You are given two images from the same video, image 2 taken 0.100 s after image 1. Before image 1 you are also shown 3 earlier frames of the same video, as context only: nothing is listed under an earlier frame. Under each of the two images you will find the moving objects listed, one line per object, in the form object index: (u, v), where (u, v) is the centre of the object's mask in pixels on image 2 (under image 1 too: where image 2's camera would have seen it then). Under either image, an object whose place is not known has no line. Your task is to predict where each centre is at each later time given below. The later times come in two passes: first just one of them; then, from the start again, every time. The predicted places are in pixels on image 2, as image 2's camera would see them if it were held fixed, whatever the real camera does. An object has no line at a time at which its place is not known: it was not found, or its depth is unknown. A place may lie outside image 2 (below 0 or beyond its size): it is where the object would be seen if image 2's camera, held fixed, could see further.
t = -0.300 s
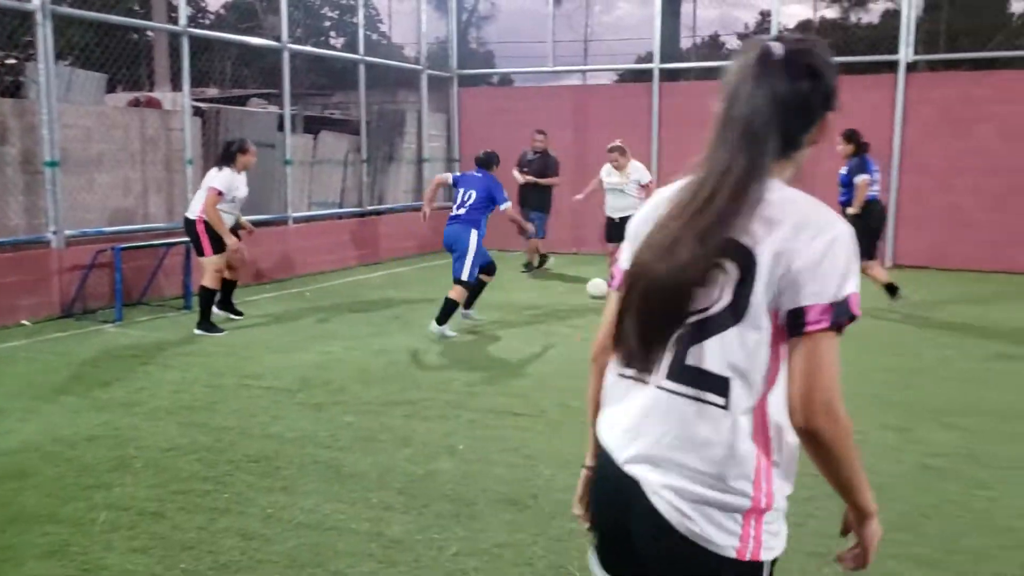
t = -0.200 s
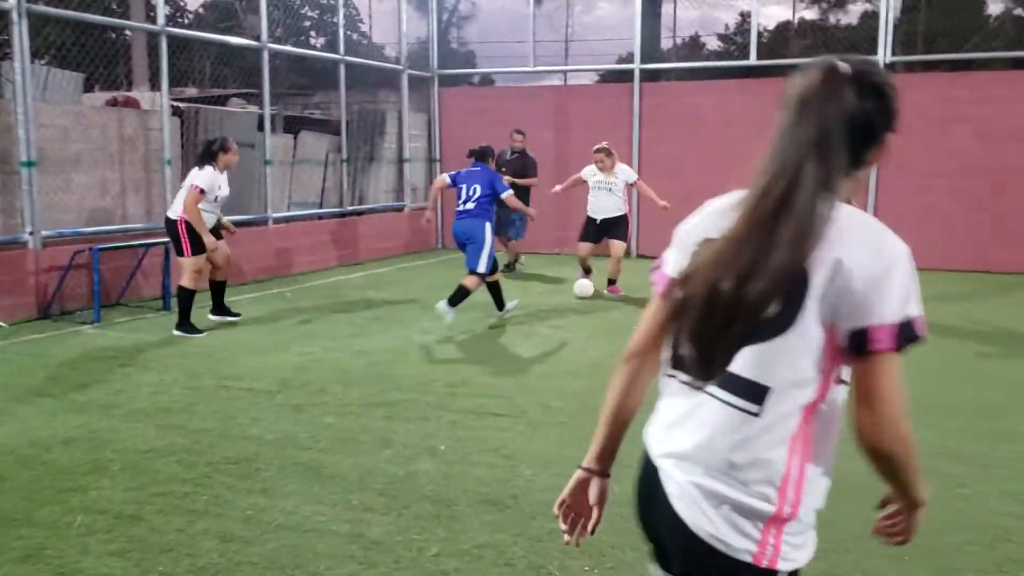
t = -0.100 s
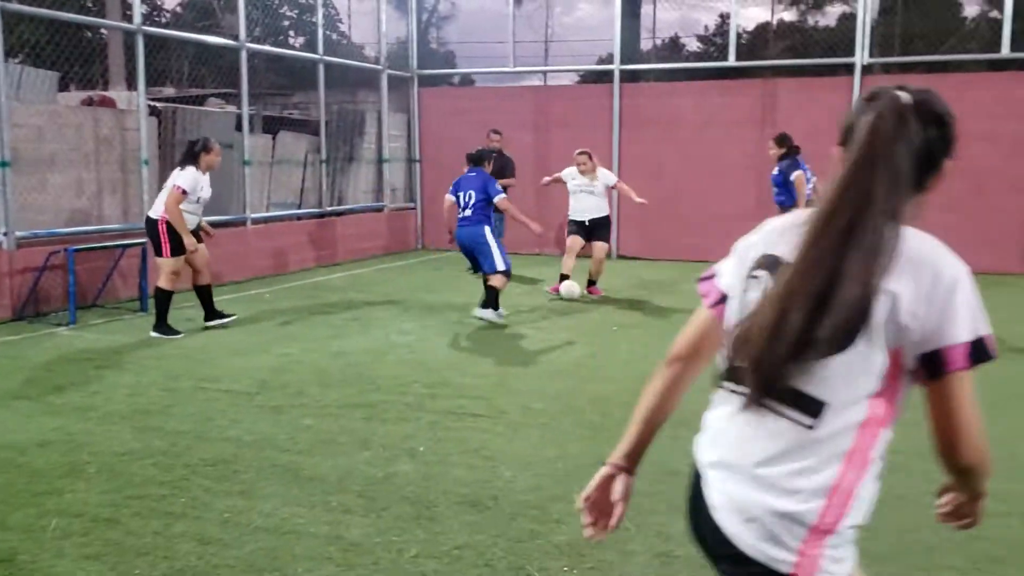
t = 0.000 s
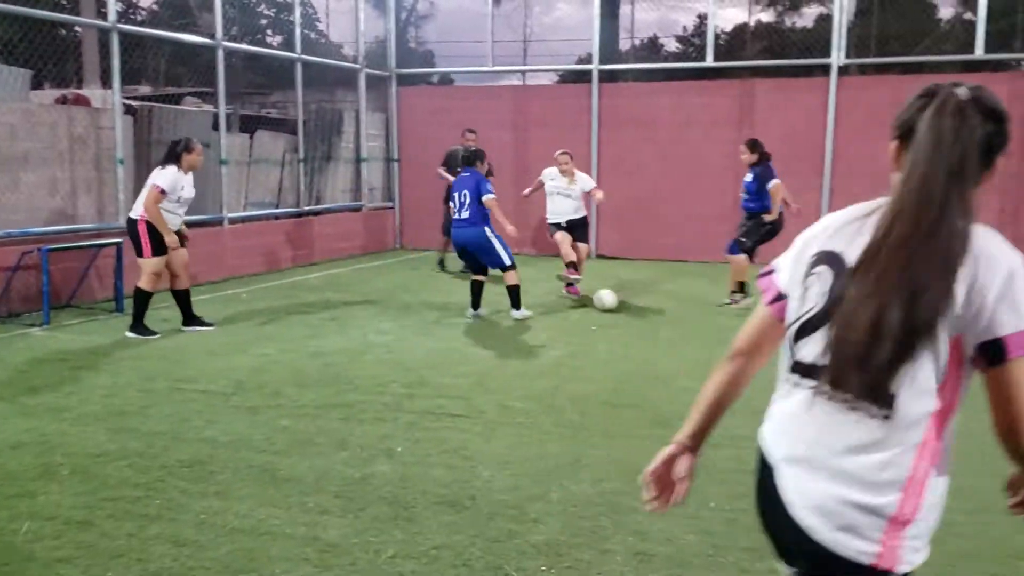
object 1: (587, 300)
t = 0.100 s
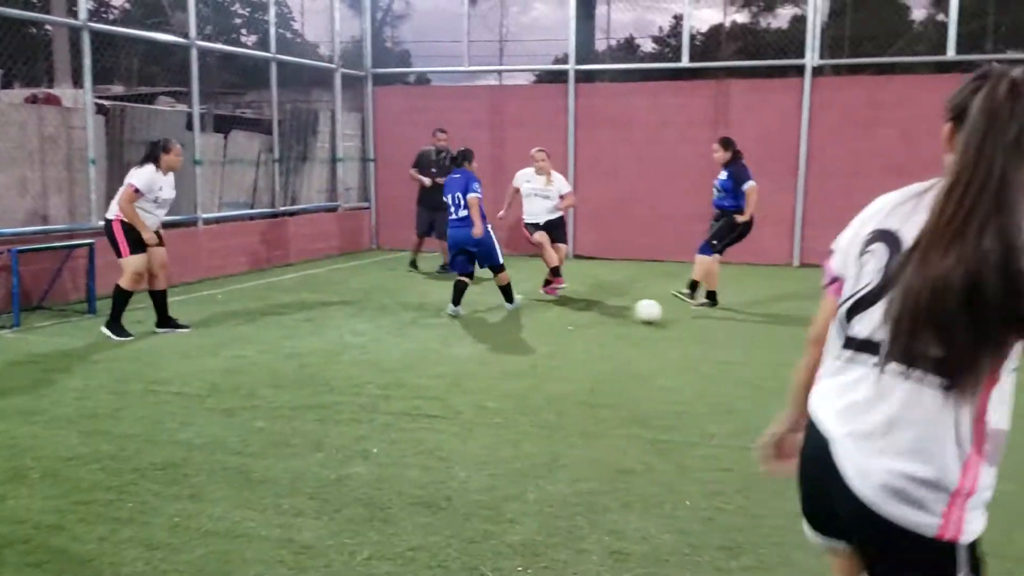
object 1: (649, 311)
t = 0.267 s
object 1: (777, 336)
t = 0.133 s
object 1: (676, 317)
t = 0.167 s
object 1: (700, 322)
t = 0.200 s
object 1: (726, 326)
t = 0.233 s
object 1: (752, 331)
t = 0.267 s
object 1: (777, 336)
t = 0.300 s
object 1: (805, 342)
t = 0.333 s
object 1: (834, 347)
